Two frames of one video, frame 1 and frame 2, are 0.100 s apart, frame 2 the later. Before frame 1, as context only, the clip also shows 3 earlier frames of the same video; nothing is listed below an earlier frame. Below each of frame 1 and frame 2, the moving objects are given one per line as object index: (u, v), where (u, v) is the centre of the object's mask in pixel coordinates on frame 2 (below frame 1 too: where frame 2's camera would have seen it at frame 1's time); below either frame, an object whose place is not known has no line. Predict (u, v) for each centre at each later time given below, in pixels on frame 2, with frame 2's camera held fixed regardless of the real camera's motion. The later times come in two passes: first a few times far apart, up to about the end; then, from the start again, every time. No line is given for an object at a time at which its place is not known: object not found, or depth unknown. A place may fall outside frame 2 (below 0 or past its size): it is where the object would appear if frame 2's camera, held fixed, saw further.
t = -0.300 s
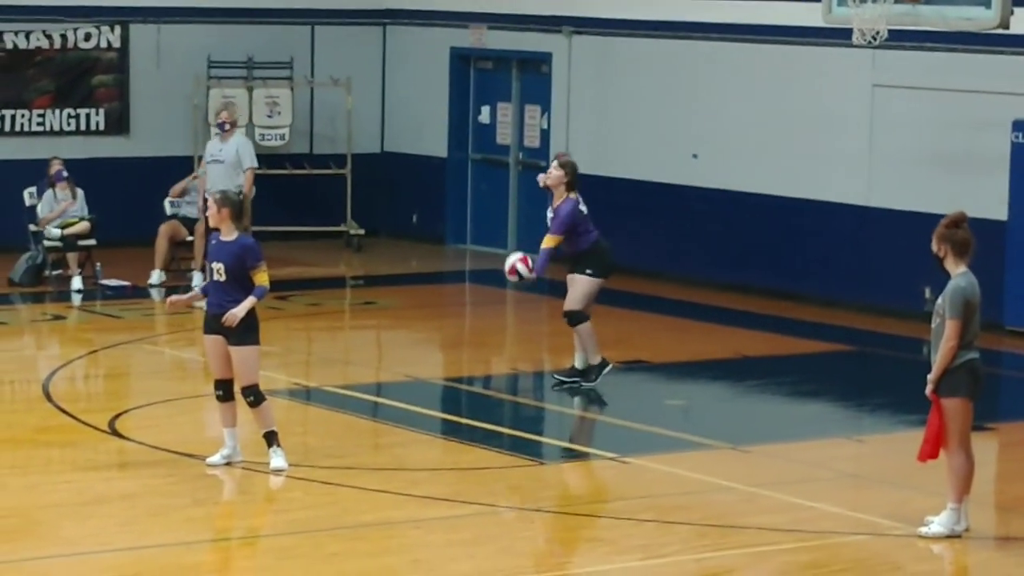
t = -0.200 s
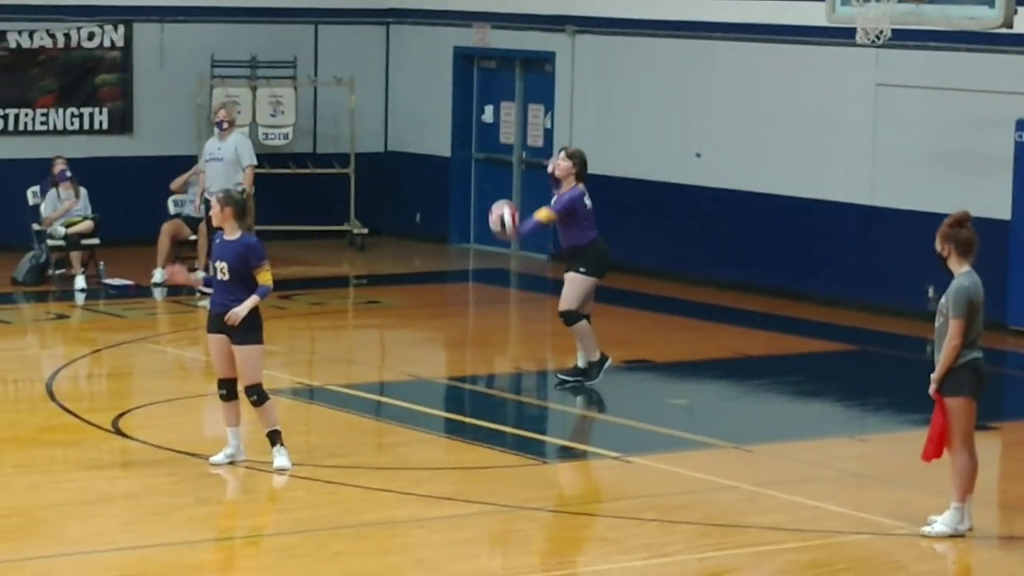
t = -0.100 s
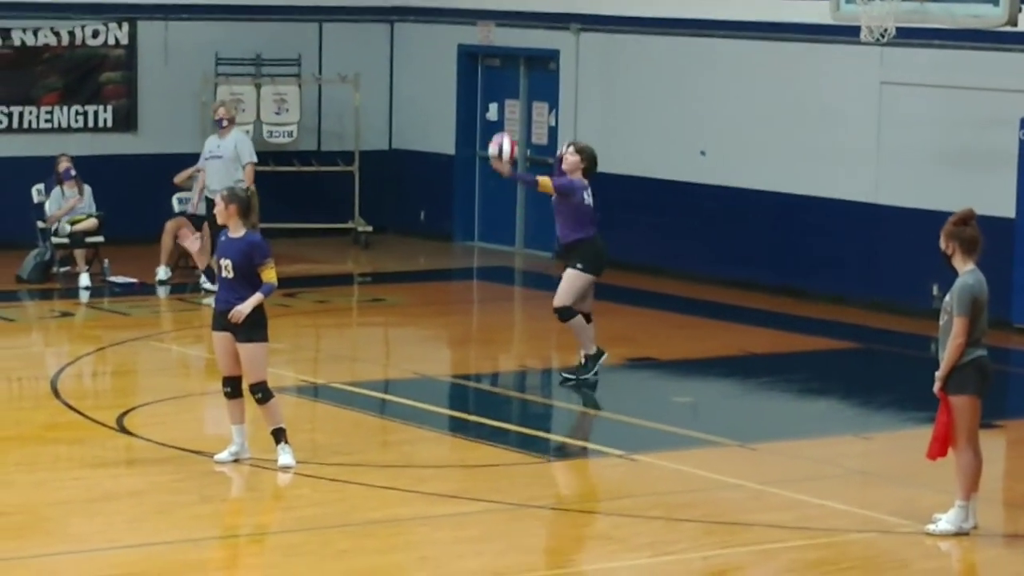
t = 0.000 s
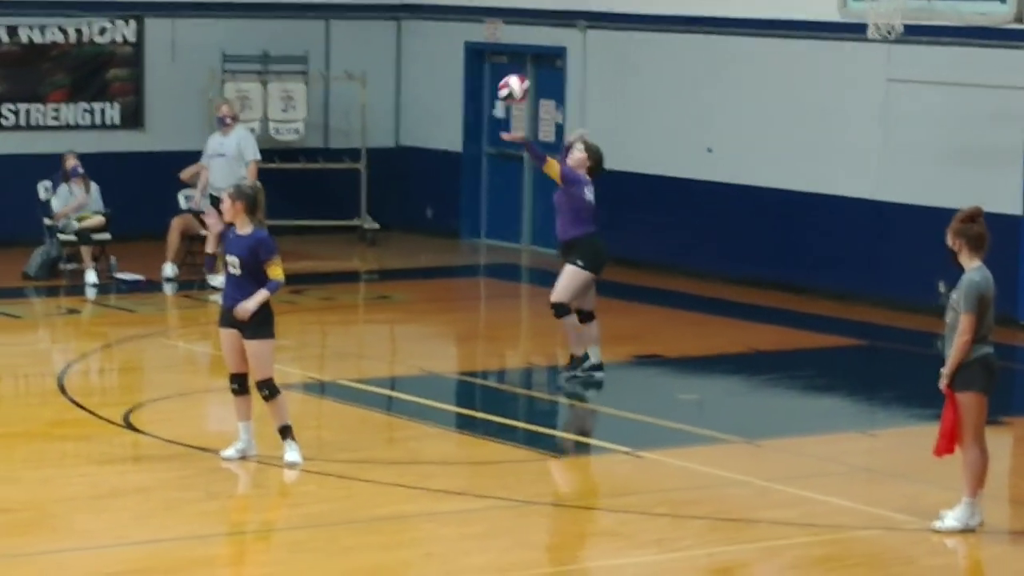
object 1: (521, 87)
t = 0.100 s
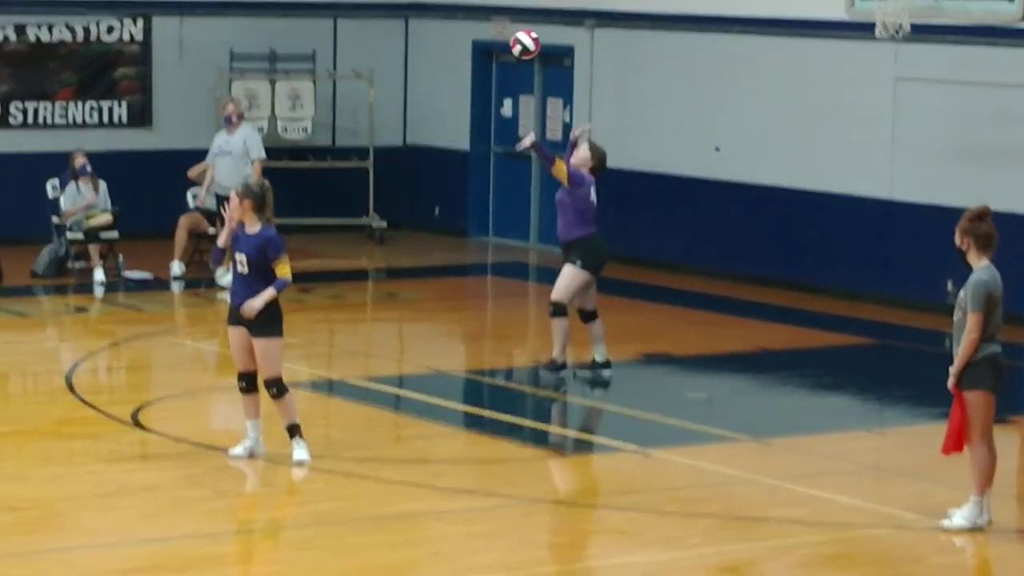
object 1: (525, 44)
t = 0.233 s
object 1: (530, 7)
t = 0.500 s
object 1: (540, 3)
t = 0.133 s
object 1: (526, 32)
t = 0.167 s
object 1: (527, 21)
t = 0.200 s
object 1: (529, 13)
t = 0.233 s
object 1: (530, 7)
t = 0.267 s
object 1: (531, 1)
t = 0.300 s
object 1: (532, -4)
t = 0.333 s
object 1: (534, -6)
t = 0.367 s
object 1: (535, -8)
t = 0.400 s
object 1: (536, -8)
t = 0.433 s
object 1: (537, -6)
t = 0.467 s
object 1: (539, -2)
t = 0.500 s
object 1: (540, 3)
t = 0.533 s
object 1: (540, 9)
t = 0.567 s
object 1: (541, 16)
